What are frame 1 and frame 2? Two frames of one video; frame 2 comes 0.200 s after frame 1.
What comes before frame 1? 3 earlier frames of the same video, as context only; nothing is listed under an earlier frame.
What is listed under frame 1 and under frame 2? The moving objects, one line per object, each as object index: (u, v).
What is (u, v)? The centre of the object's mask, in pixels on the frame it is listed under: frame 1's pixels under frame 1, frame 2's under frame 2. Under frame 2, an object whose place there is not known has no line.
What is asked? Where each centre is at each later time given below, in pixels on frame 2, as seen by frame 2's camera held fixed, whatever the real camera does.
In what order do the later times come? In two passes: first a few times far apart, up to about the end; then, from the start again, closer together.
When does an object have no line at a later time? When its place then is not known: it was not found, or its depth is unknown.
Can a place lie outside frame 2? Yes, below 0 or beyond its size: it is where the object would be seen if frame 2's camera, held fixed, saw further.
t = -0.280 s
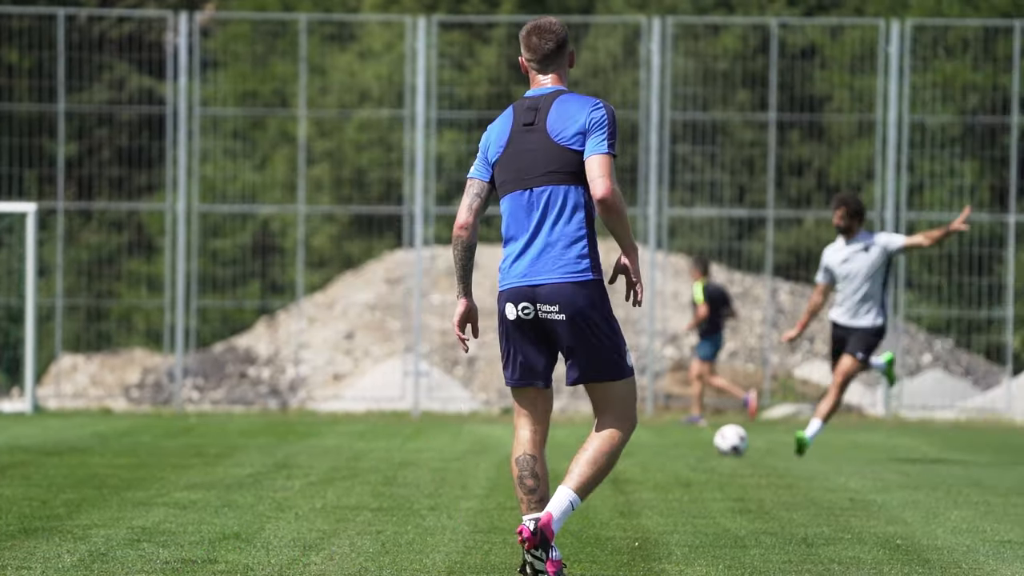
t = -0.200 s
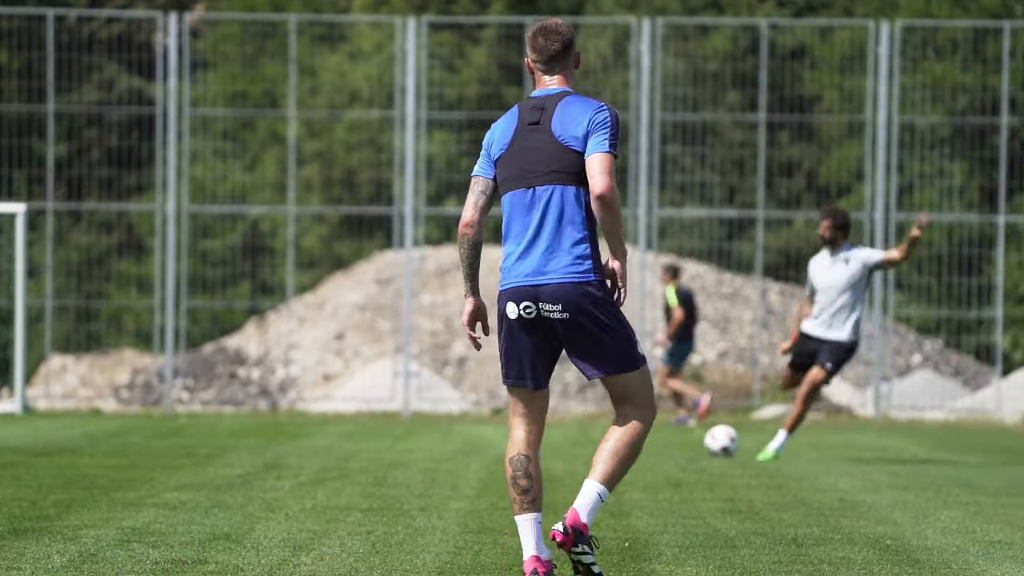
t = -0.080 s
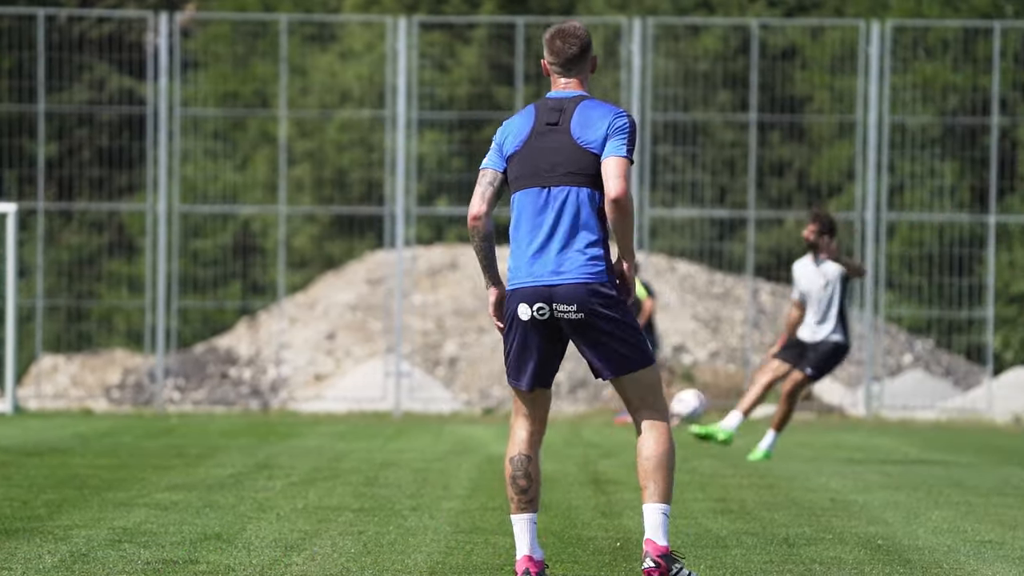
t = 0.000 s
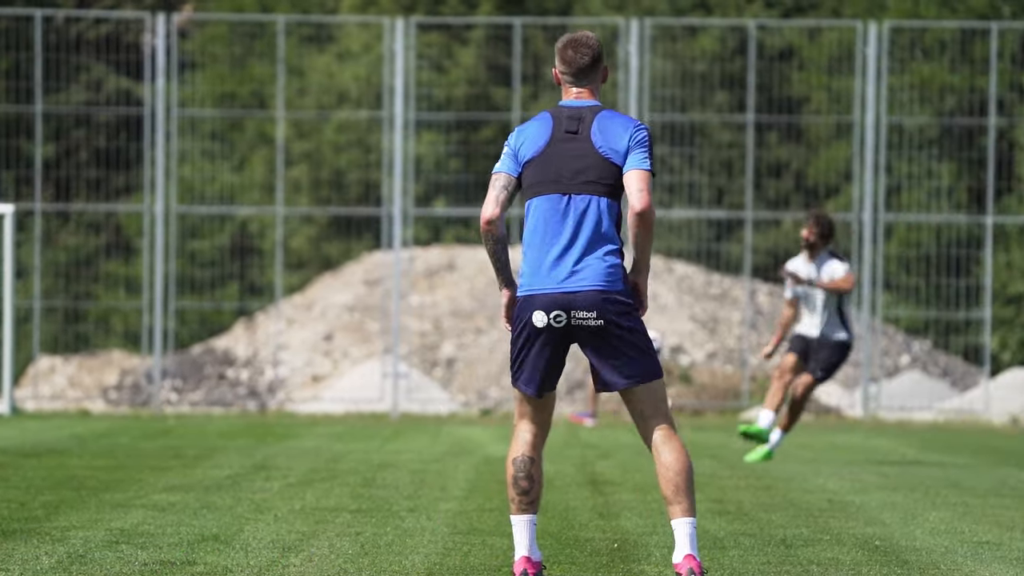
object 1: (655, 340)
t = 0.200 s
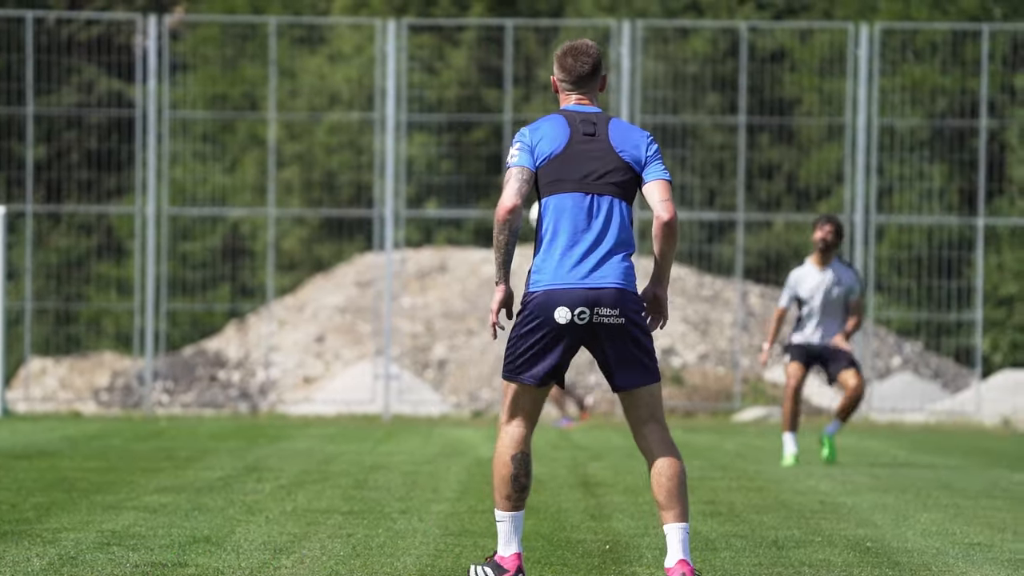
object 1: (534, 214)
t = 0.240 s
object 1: (530, 198)
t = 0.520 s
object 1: (453, 92)
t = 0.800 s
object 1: (415, 107)
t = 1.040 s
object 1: (419, 240)
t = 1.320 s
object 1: (482, 479)
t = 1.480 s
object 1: (548, 368)
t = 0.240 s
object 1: (530, 198)
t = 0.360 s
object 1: (488, 132)
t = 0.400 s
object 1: (483, 119)
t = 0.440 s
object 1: (472, 108)
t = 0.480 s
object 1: (463, 99)
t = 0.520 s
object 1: (453, 92)
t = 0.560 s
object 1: (444, 84)
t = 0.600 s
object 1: (438, 82)
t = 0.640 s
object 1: (431, 82)
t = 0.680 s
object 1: (426, 82)
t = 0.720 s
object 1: (421, 88)
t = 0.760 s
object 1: (418, 97)
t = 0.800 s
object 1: (415, 107)
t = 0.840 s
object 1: (413, 120)
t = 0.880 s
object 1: (411, 138)
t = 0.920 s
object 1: (412, 160)
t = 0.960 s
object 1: (413, 184)
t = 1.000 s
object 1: (415, 210)
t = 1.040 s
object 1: (419, 240)
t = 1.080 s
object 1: (424, 276)
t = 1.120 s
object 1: (431, 317)
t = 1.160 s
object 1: (438, 362)
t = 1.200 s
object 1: (446, 414)
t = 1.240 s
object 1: (457, 470)
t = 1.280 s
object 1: (469, 513)
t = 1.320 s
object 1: (482, 479)
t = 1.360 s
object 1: (497, 445)
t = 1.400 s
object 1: (512, 416)
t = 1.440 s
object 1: (530, 390)
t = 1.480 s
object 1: (548, 368)
